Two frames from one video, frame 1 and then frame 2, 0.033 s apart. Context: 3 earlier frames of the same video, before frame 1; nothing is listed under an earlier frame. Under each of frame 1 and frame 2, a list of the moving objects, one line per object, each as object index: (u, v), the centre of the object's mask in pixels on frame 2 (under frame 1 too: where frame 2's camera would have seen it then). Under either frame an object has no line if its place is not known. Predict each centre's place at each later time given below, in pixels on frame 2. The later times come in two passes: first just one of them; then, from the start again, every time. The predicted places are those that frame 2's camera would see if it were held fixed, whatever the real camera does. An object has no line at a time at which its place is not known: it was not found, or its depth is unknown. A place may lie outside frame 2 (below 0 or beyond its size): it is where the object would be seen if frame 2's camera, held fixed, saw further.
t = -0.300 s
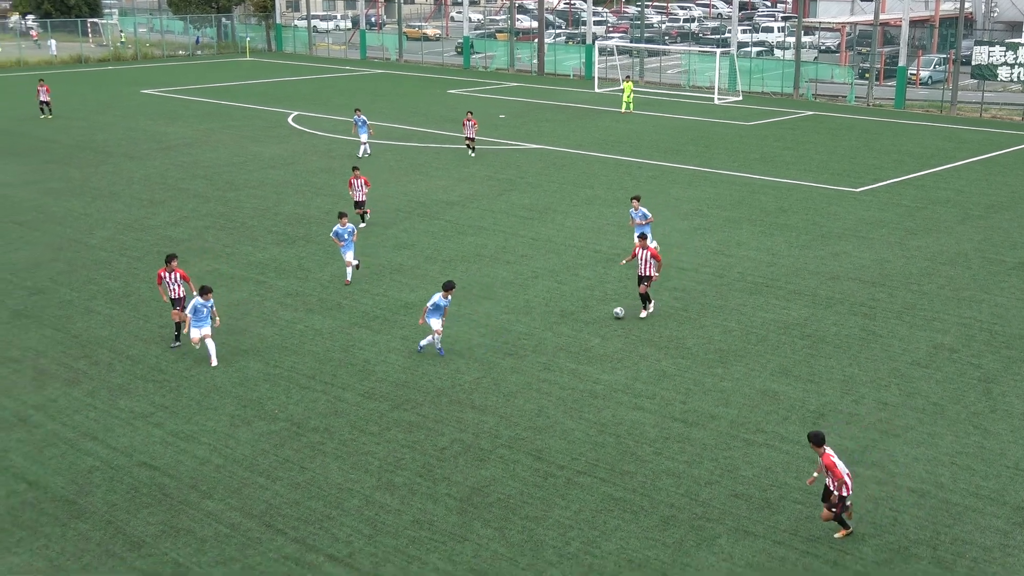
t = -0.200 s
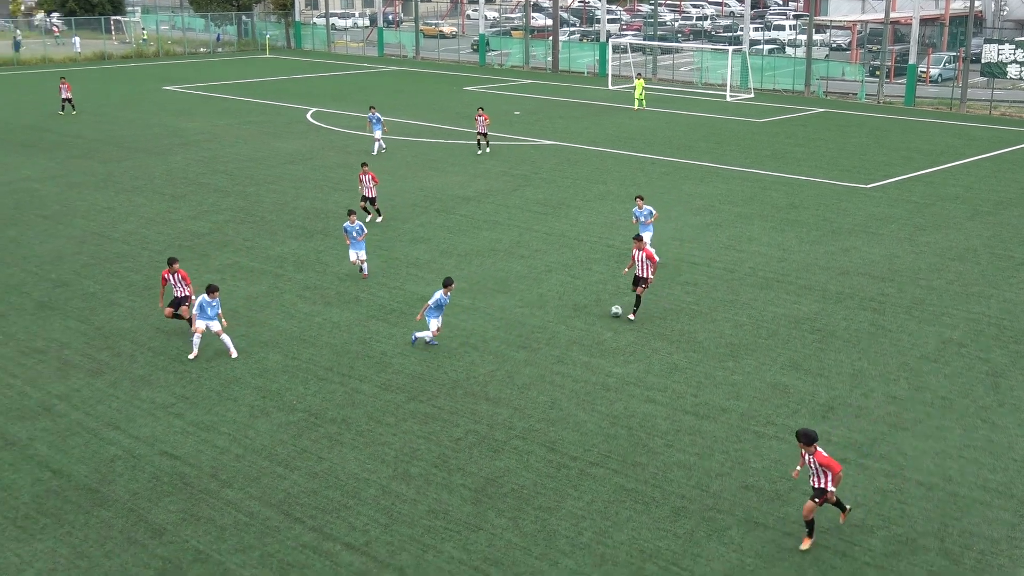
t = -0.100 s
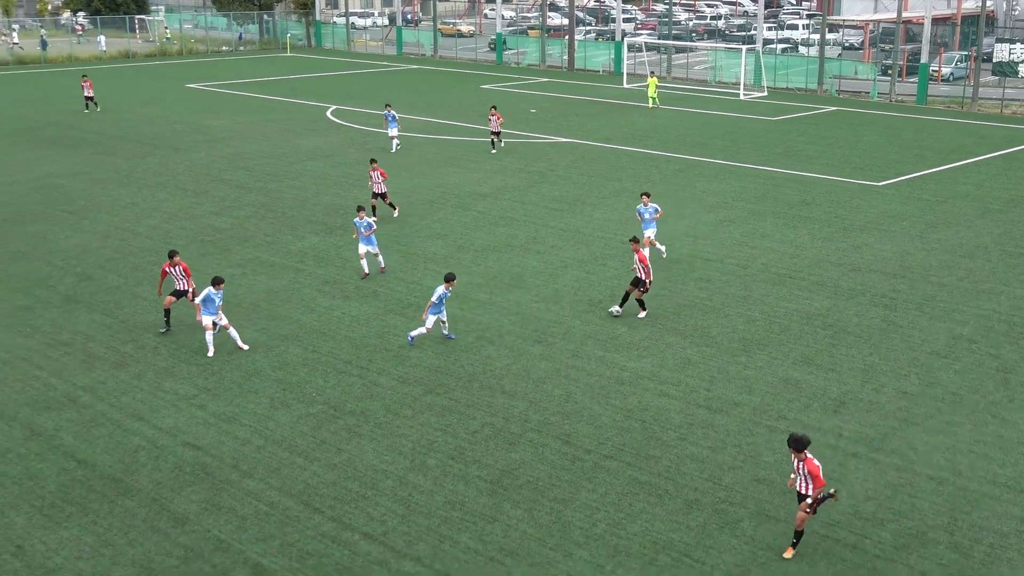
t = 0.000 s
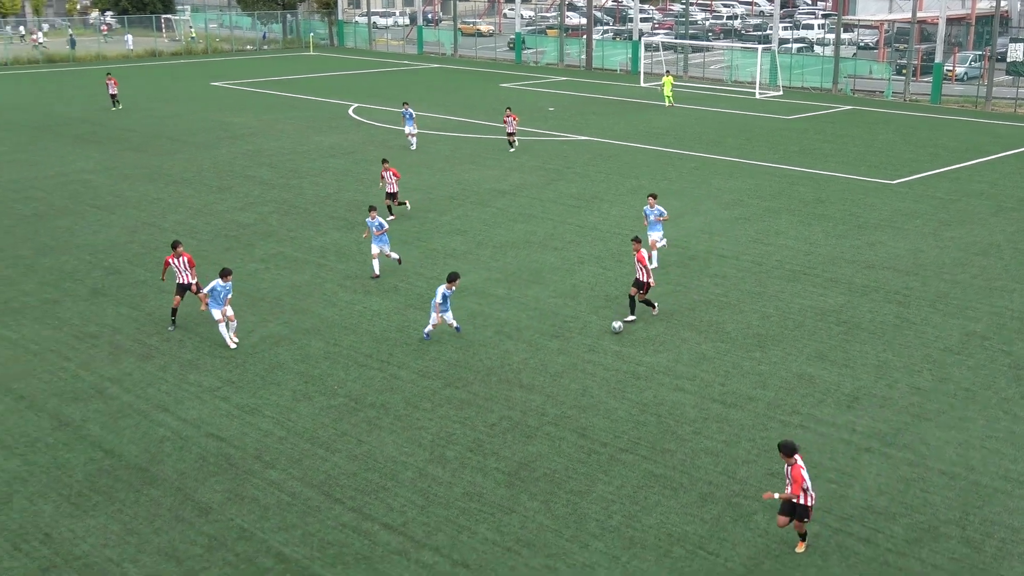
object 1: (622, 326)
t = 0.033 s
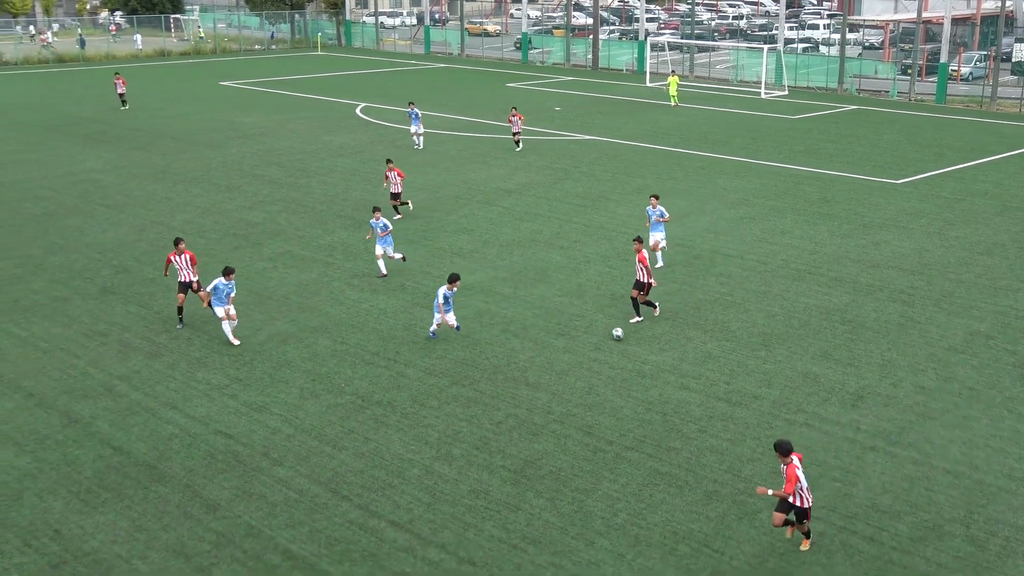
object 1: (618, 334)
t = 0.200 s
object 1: (593, 374)
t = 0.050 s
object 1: (615, 337)
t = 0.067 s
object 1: (612, 341)
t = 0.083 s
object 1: (610, 344)
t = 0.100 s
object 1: (608, 347)
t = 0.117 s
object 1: (606, 351)
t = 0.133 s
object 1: (603, 355)
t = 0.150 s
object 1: (600, 359)
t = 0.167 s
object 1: (598, 364)
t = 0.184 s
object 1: (596, 369)
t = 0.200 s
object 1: (593, 374)
